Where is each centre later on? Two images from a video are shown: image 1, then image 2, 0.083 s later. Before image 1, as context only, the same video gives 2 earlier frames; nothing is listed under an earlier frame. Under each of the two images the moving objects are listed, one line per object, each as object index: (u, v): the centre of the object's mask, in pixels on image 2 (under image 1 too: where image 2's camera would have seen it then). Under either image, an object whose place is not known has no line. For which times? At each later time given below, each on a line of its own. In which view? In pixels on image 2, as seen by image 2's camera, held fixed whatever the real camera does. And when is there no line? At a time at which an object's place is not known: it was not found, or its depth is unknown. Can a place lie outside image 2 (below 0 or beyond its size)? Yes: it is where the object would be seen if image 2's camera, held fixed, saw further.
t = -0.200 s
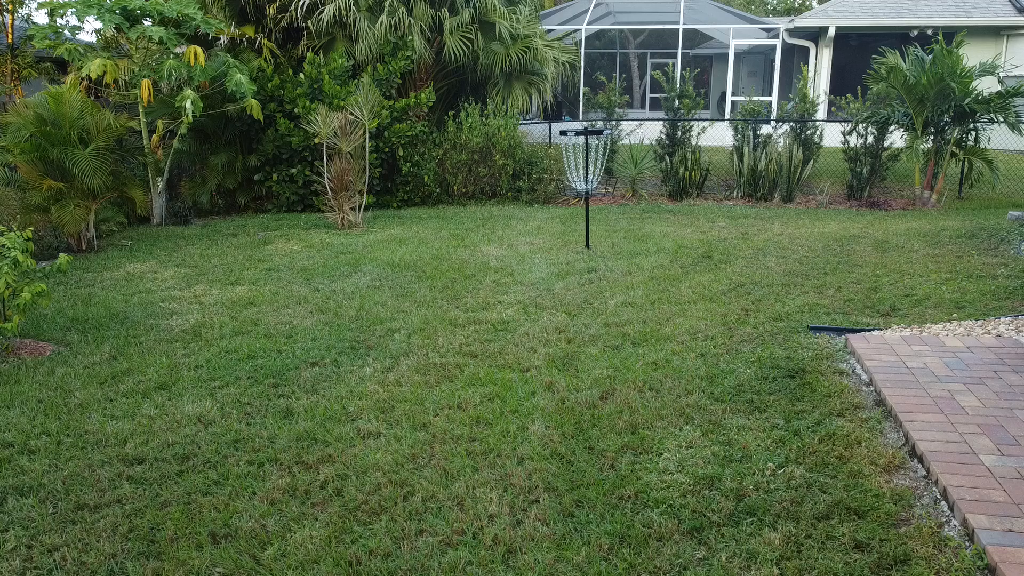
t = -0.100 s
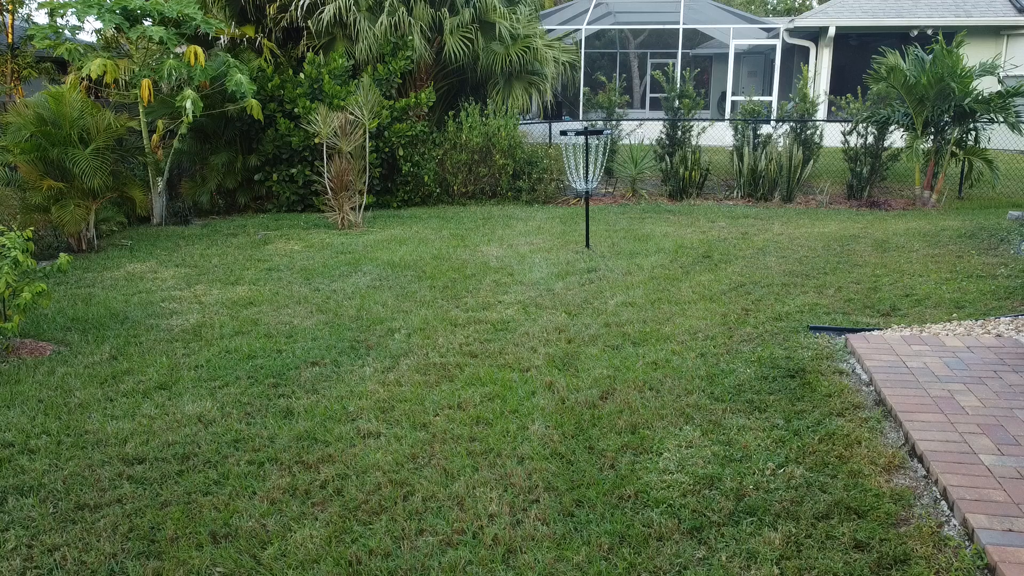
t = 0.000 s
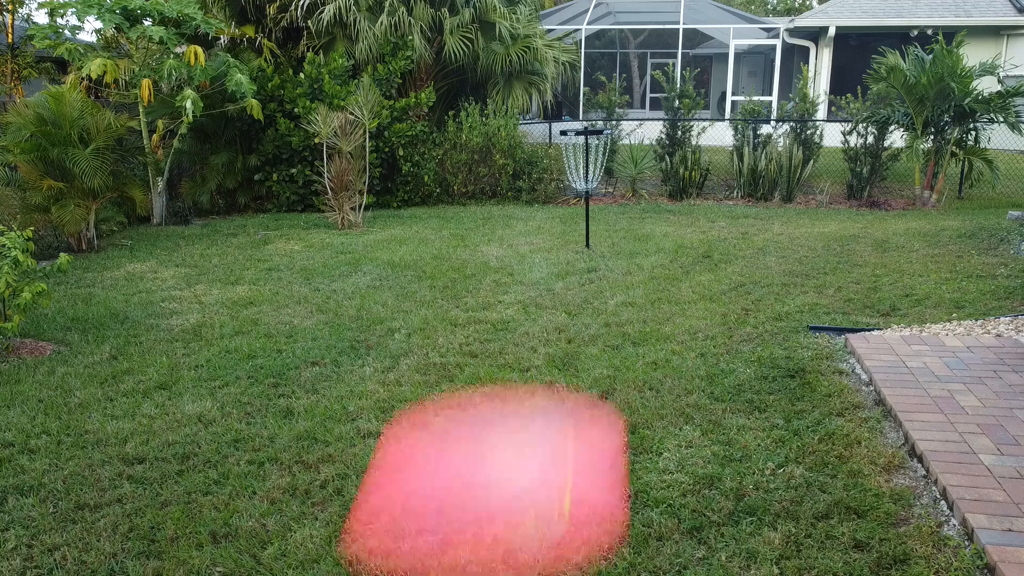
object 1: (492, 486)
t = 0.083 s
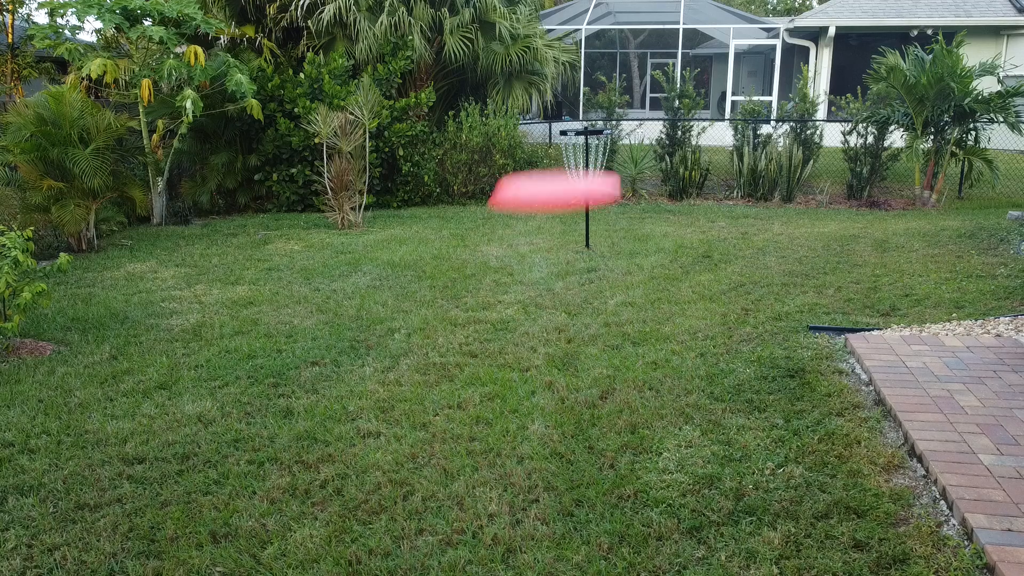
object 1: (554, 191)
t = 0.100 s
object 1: (561, 168)
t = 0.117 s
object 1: (567, 152)
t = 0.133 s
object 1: (571, 141)
